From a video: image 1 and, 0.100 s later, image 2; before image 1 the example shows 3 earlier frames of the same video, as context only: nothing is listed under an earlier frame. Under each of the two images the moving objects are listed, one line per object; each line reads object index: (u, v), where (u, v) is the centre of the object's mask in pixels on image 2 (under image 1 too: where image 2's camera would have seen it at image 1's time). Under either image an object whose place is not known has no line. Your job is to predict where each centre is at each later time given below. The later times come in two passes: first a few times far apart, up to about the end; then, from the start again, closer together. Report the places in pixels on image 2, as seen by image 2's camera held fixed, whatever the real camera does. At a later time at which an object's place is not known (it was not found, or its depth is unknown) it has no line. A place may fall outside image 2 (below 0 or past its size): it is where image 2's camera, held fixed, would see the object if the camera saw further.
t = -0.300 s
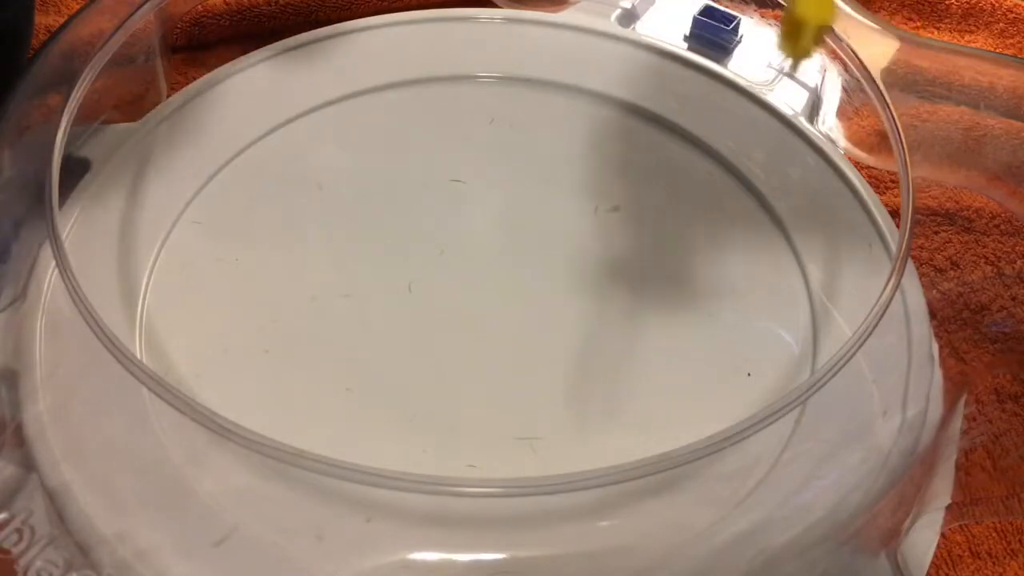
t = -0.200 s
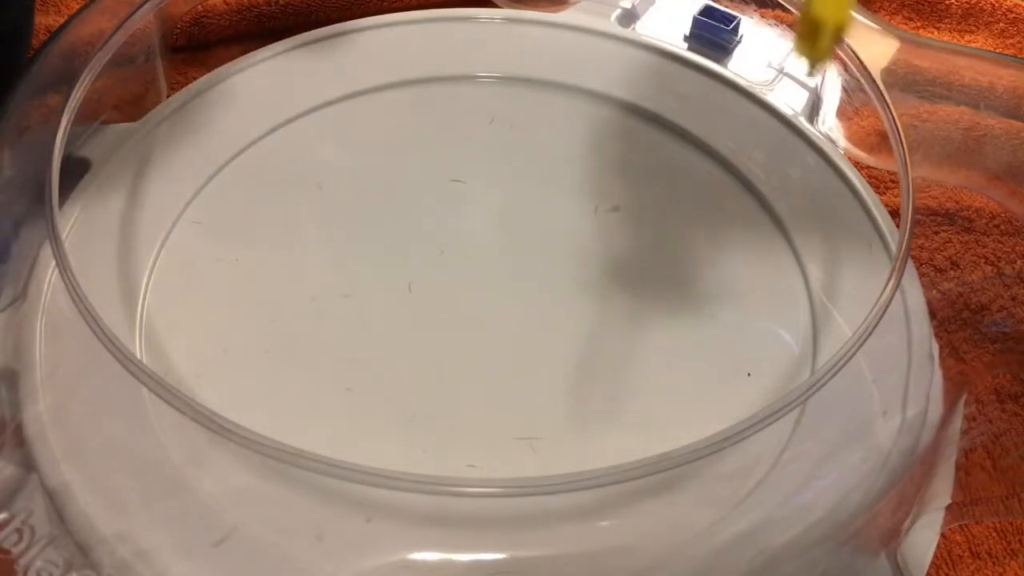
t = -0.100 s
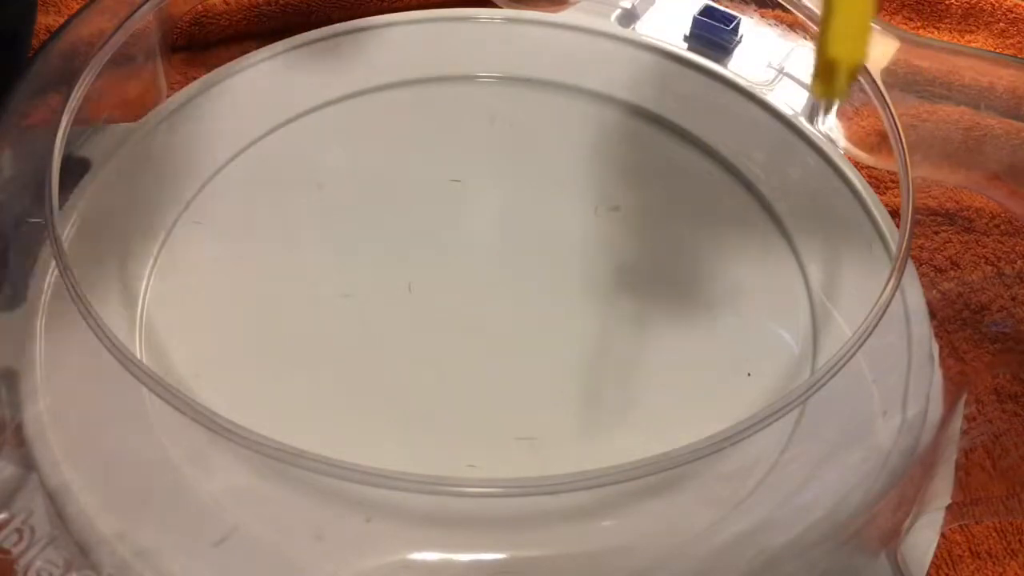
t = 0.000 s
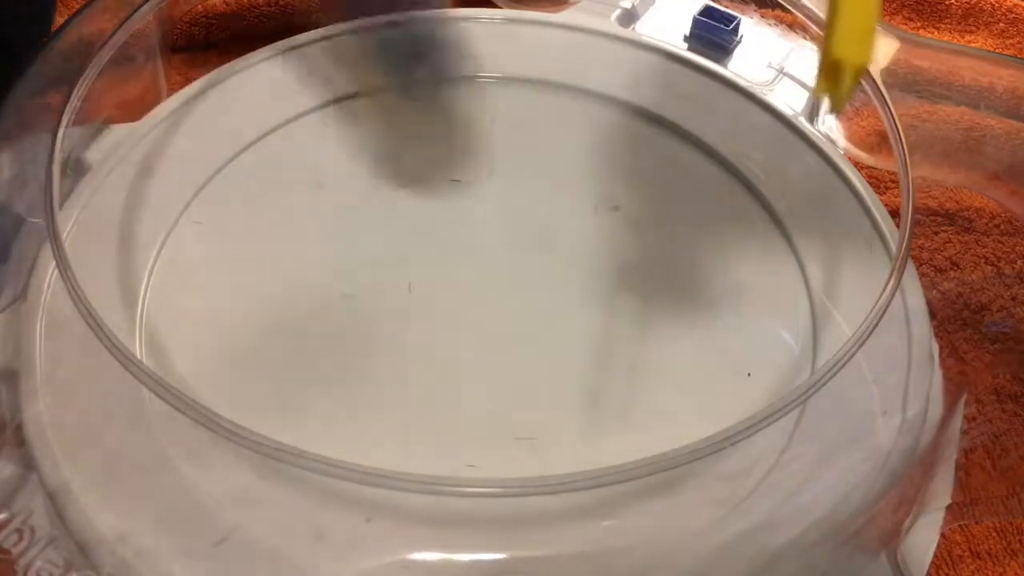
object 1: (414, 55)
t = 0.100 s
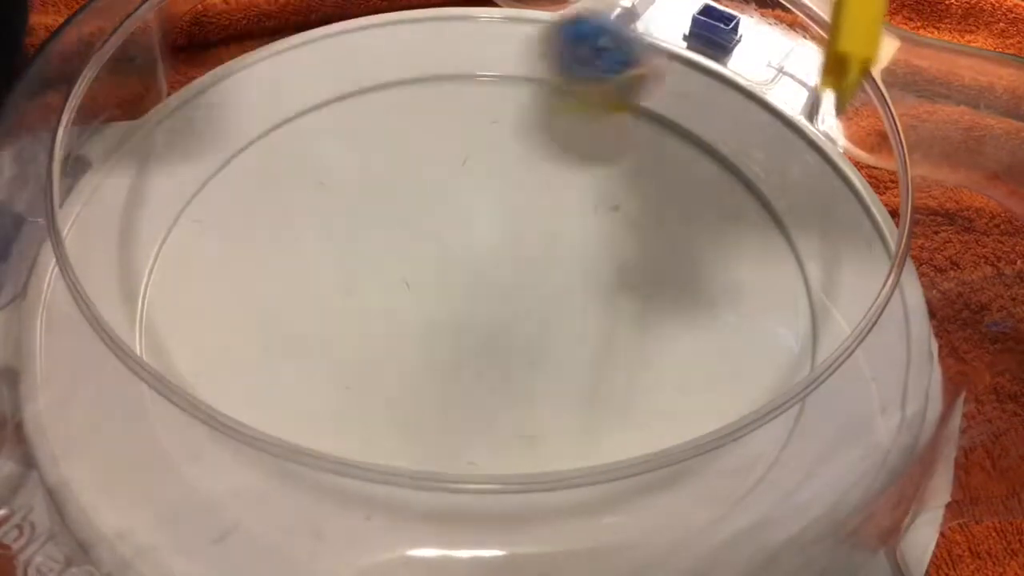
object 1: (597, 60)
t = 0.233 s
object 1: (777, 105)
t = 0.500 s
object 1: (630, 209)
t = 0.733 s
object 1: (373, 264)
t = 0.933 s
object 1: (352, 333)
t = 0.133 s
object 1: (653, 50)
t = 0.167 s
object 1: (707, 62)
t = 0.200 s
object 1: (754, 97)
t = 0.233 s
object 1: (777, 105)
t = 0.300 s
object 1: (779, 135)
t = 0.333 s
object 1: (769, 143)
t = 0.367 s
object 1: (752, 153)
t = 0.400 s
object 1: (729, 170)
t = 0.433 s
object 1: (704, 183)
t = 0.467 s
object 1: (668, 197)
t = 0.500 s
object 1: (630, 209)
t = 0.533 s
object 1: (593, 218)
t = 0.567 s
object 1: (553, 228)
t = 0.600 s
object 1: (512, 237)
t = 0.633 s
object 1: (471, 244)
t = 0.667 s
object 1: (435, 251)
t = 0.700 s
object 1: (400, 258)
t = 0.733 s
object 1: (373, 264)
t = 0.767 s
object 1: (351, 270)
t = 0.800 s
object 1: (338, 279)
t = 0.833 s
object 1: (332, 290)
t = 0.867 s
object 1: (333, 304)
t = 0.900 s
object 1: (339, 317)
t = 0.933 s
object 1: (352, 333)
